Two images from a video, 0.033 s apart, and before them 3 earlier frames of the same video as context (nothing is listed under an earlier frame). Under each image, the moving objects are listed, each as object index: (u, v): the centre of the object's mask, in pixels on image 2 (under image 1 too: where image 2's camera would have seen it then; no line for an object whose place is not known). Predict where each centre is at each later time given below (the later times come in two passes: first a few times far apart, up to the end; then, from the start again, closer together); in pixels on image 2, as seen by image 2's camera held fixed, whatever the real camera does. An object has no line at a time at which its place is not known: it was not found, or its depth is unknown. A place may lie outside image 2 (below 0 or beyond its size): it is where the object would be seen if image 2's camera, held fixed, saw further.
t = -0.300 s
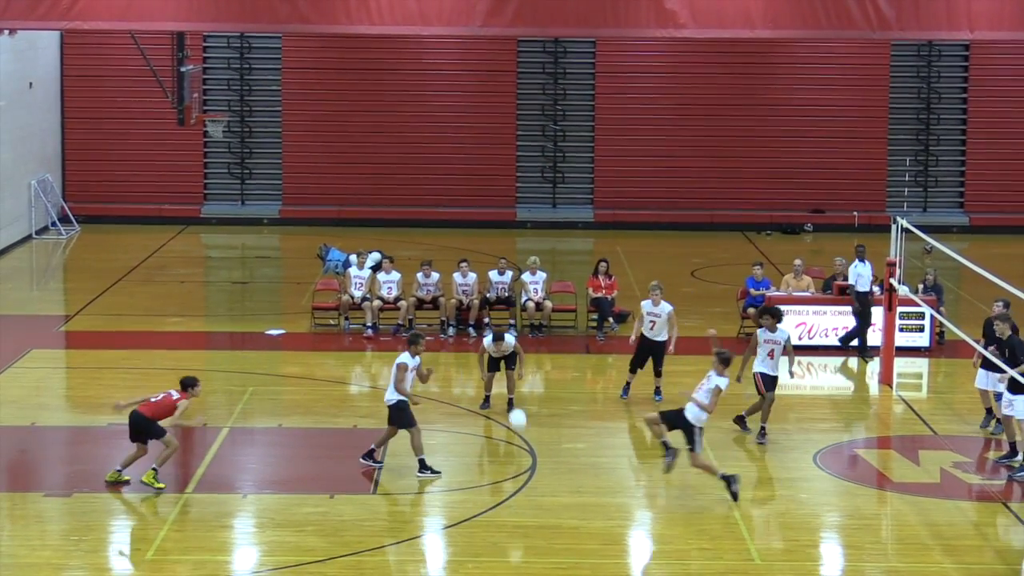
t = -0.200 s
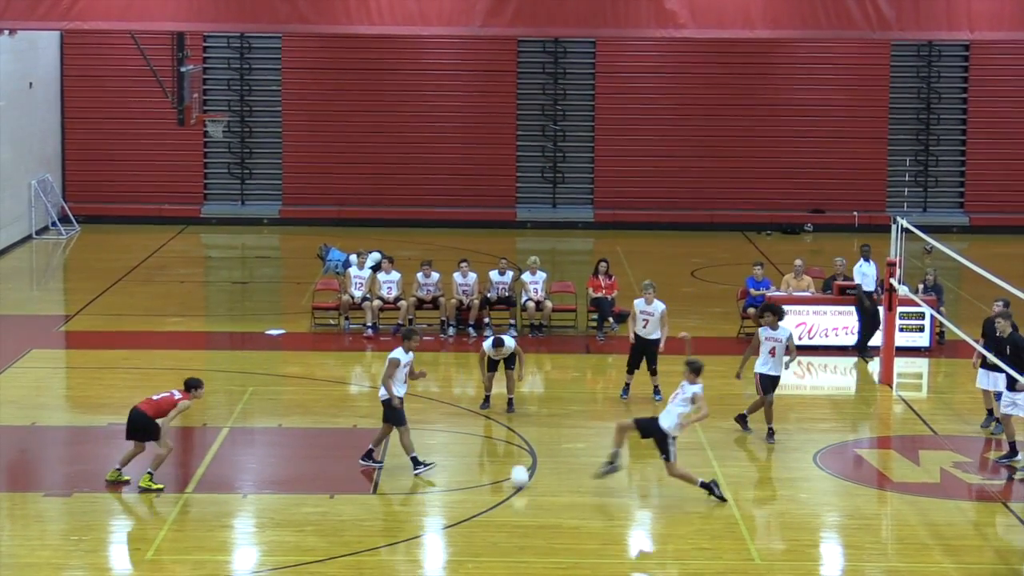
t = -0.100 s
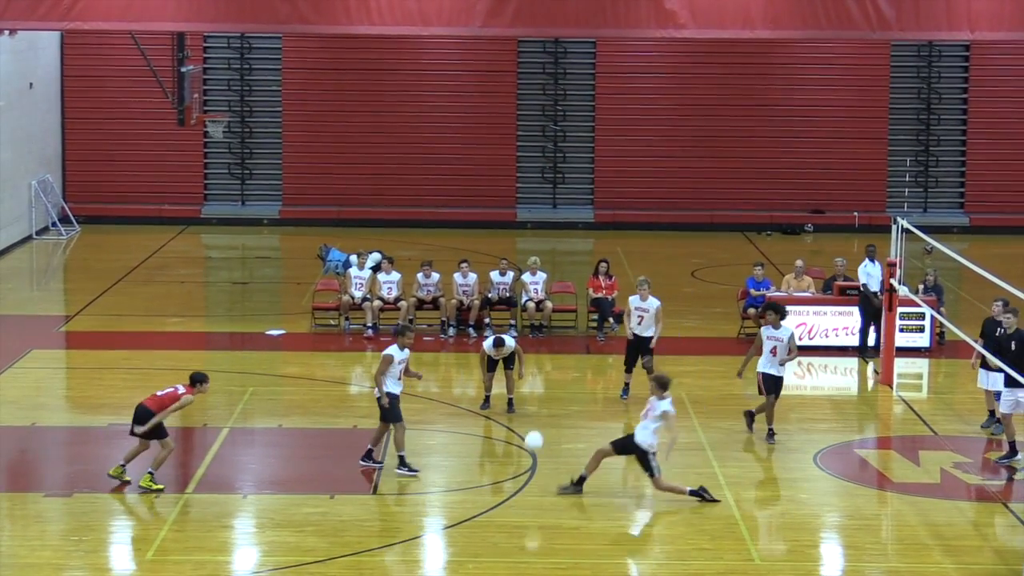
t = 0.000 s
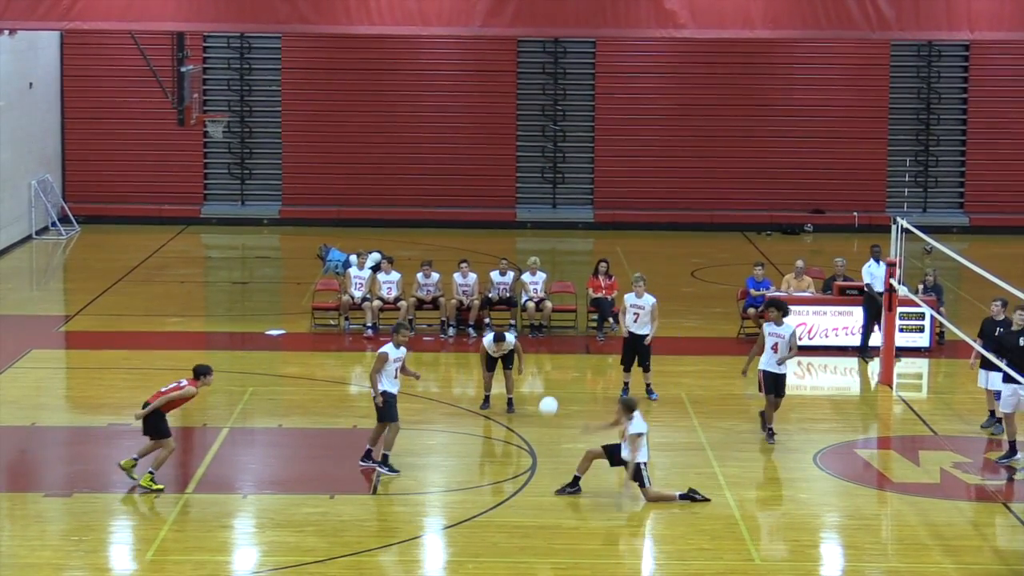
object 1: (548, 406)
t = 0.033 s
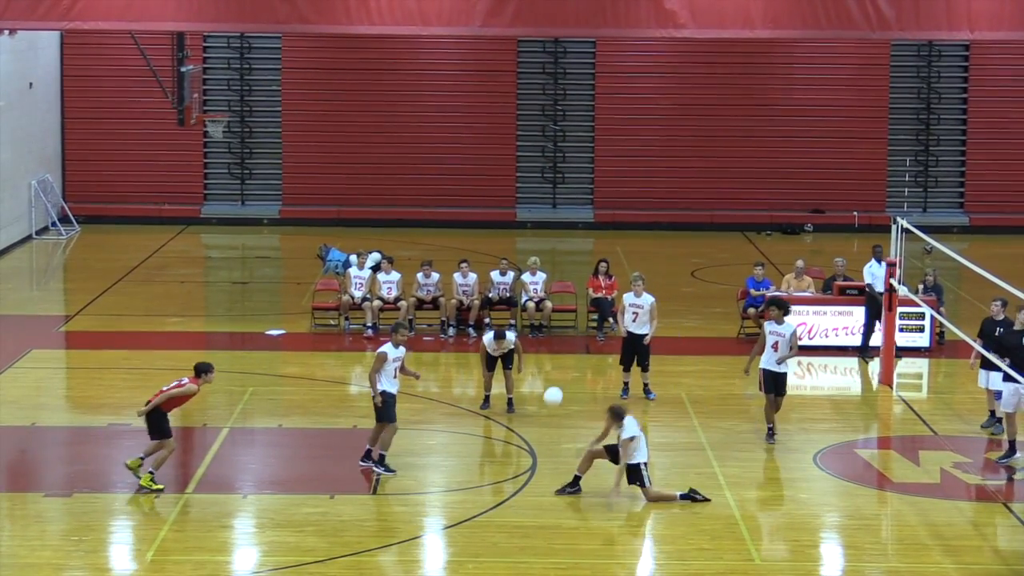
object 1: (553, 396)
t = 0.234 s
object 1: (583, 356)
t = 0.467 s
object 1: (615, 353)
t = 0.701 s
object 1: (647, 396)
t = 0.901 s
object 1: (673, 469)
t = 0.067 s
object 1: (558, 387)
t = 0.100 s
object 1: (563, 379)
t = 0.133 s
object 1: (567, 372)
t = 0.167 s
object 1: (572, 366)
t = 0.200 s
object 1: (578, 360)
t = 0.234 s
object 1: (583, 356)
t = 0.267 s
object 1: (587, 353)
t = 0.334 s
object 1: (597, 349)
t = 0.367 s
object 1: (601, 349)
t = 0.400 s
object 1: (606, 349)
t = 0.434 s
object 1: (611, 351)
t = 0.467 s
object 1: (615, 353)
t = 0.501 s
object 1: (619, 357)
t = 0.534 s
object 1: (624, 361)
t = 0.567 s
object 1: (629, 366)
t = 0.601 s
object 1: (633, 373)
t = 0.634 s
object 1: (638, 379)
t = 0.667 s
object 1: (643, 387)
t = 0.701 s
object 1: (647, 396)
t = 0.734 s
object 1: (652, 406)
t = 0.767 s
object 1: (656, 417)
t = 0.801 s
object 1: (660, 428)
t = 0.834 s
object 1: (665, 442)
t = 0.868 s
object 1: (669, 455)
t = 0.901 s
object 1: (673, 469)
